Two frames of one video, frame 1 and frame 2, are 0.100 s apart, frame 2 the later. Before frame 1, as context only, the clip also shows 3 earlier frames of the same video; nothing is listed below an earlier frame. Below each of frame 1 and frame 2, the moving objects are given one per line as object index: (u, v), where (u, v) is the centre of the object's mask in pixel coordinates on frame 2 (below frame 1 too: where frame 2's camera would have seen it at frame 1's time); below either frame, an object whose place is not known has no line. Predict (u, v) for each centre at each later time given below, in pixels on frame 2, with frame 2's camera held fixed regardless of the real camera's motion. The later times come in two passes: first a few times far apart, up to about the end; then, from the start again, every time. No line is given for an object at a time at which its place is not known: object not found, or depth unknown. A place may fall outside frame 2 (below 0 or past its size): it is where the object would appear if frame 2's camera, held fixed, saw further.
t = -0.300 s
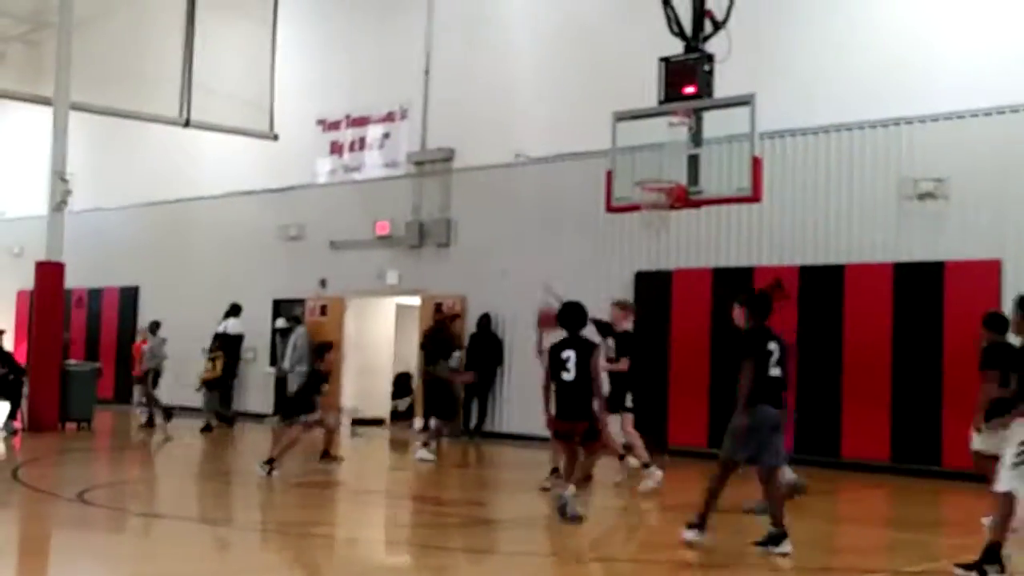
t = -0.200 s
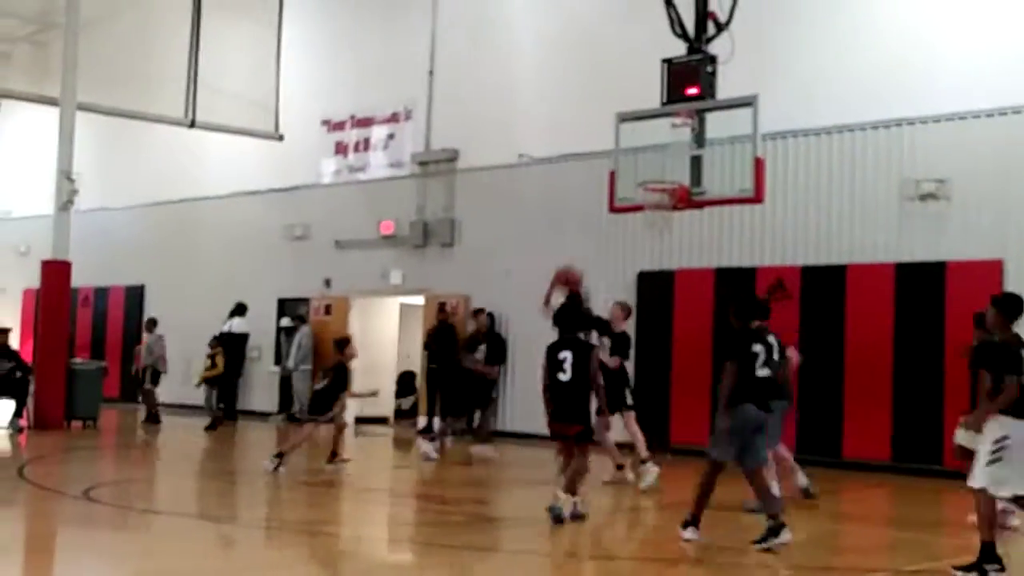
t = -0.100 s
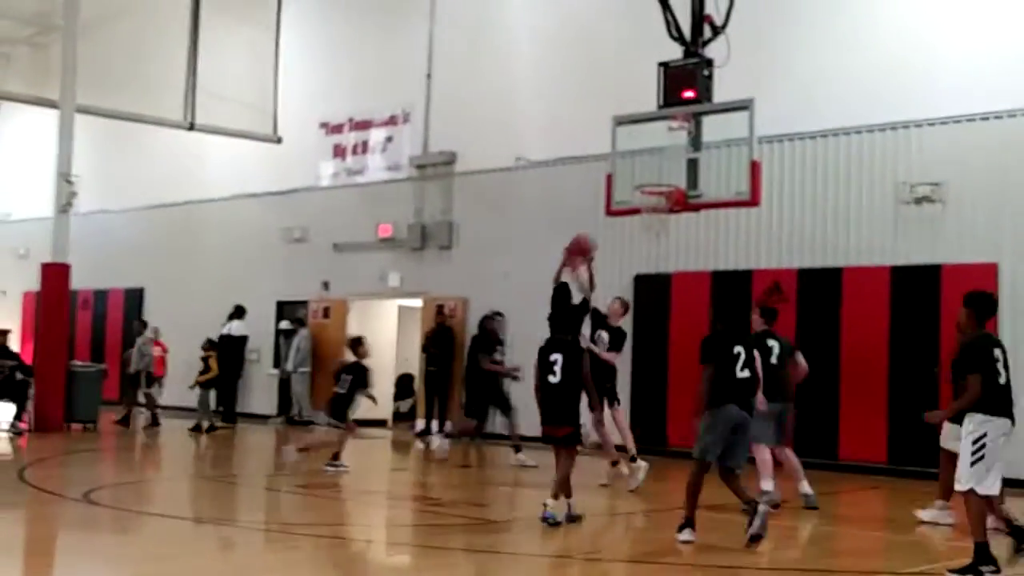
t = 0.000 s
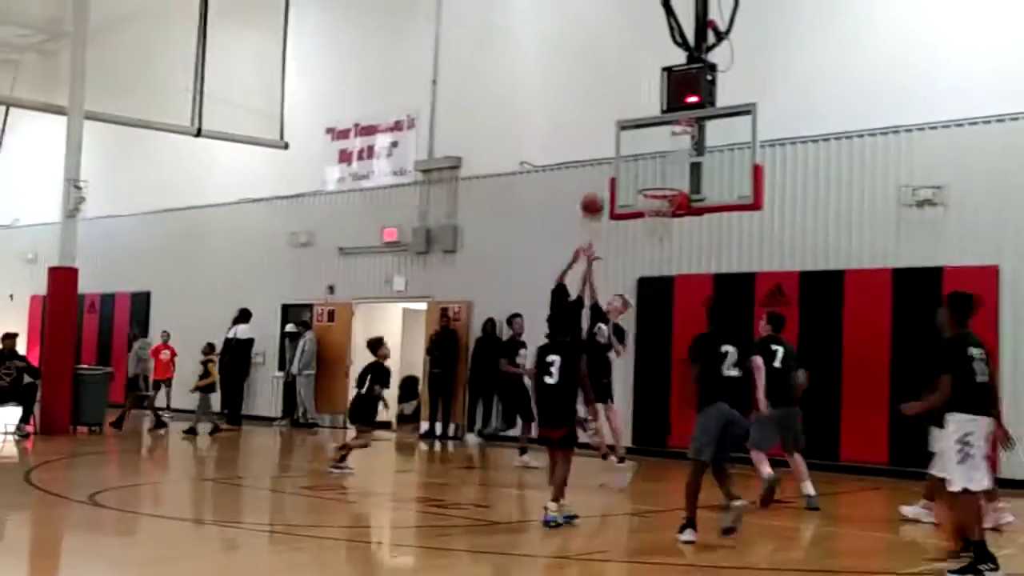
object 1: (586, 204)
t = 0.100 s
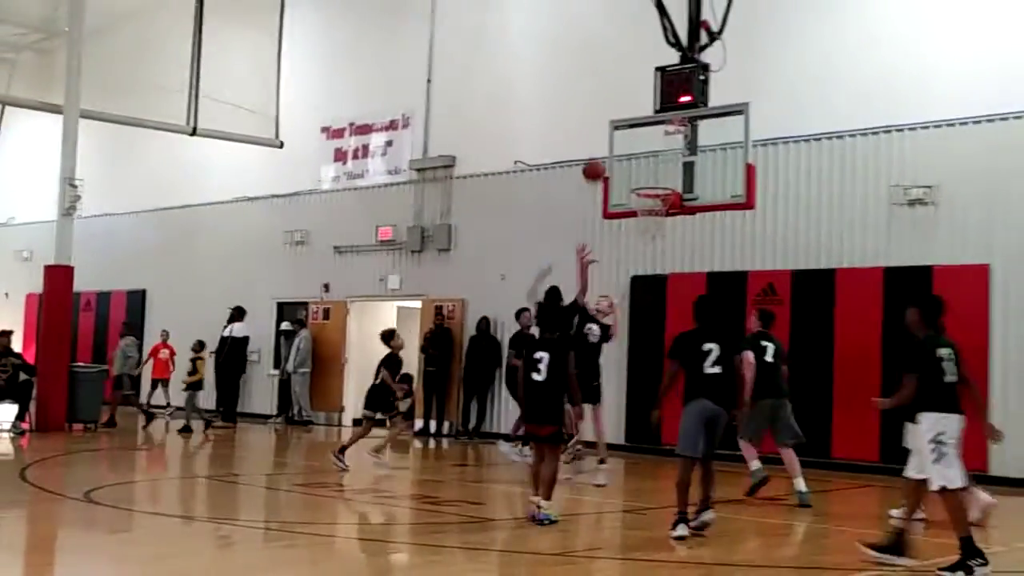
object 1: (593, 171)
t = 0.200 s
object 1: (600, 146)
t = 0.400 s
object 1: (611, 130)
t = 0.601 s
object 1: (621, 149)
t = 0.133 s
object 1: (596, 161)
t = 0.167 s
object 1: (598, 153)
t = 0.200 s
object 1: (600, 146)
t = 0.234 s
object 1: (602, 141)
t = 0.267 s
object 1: (605, 136)
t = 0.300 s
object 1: (606, 133)
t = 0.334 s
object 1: (608, 131)
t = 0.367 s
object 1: (610, 130)
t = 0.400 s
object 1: (611, 130)
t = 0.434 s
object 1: (613, 131)
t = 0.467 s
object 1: (615, 132)
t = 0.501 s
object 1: (616, 133)
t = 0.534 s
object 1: (619, 137)
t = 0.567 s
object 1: (619, 142)
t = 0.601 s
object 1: (621, 149)
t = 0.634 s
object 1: (623, 156)
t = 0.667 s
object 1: (624, 163)
